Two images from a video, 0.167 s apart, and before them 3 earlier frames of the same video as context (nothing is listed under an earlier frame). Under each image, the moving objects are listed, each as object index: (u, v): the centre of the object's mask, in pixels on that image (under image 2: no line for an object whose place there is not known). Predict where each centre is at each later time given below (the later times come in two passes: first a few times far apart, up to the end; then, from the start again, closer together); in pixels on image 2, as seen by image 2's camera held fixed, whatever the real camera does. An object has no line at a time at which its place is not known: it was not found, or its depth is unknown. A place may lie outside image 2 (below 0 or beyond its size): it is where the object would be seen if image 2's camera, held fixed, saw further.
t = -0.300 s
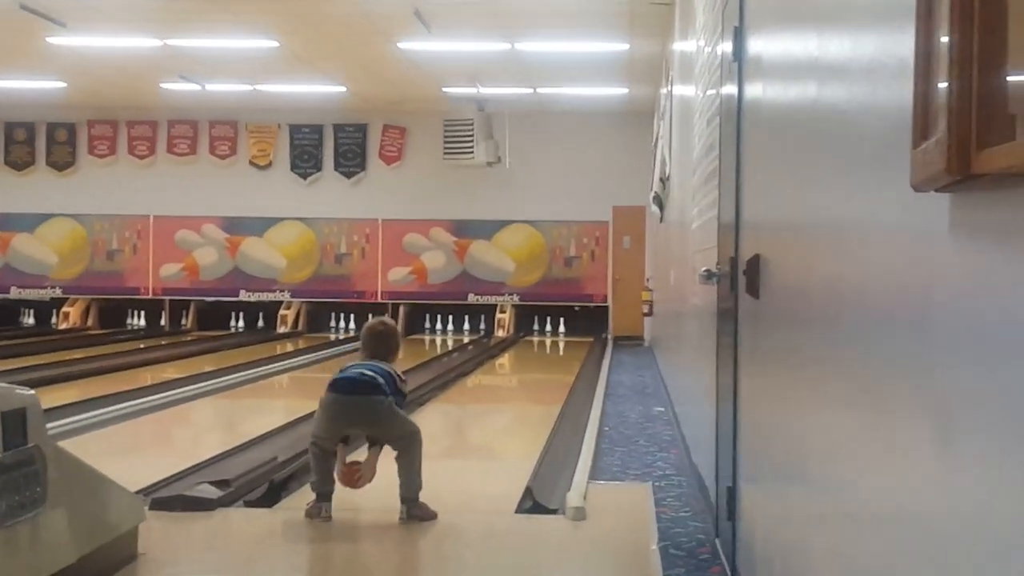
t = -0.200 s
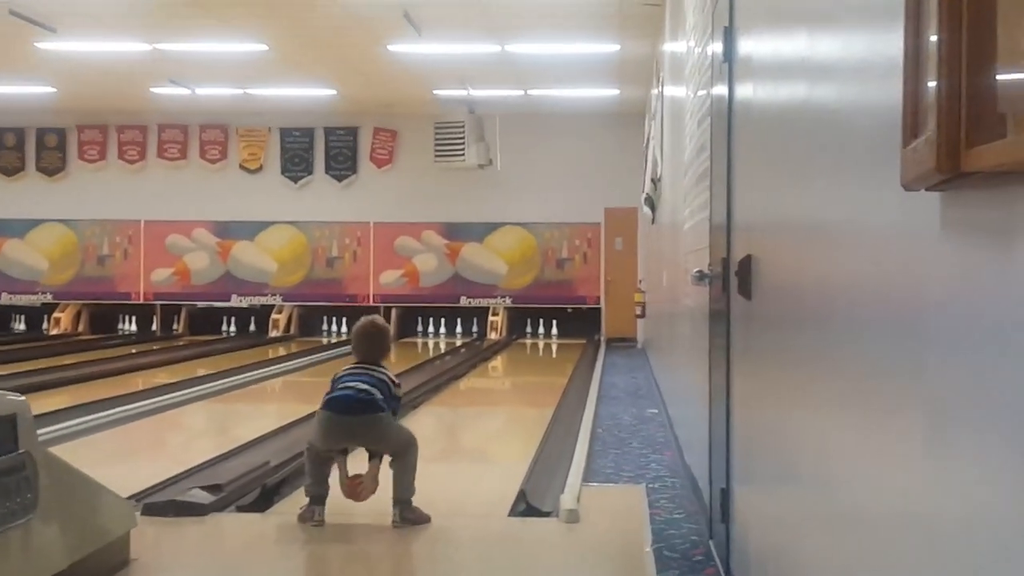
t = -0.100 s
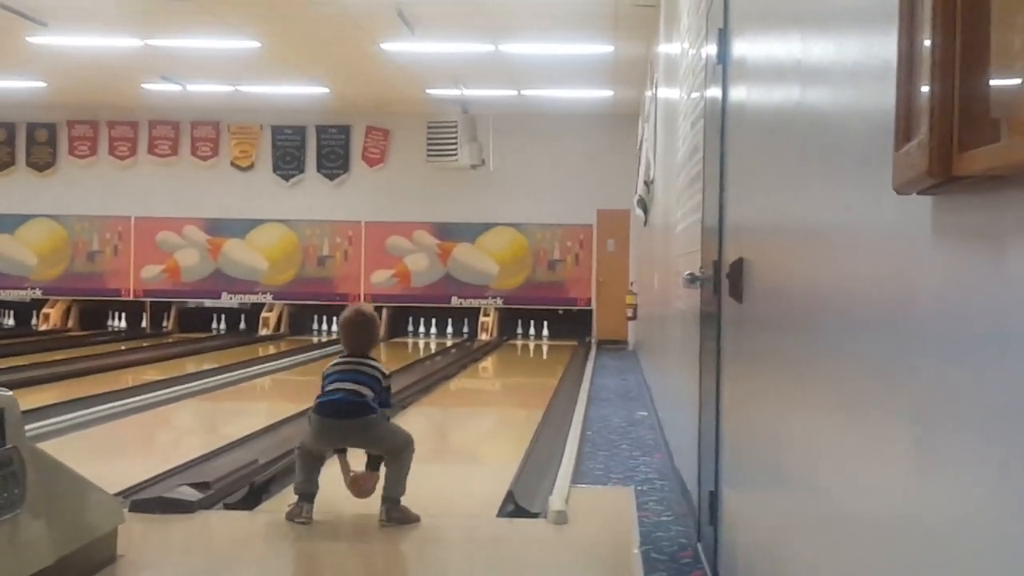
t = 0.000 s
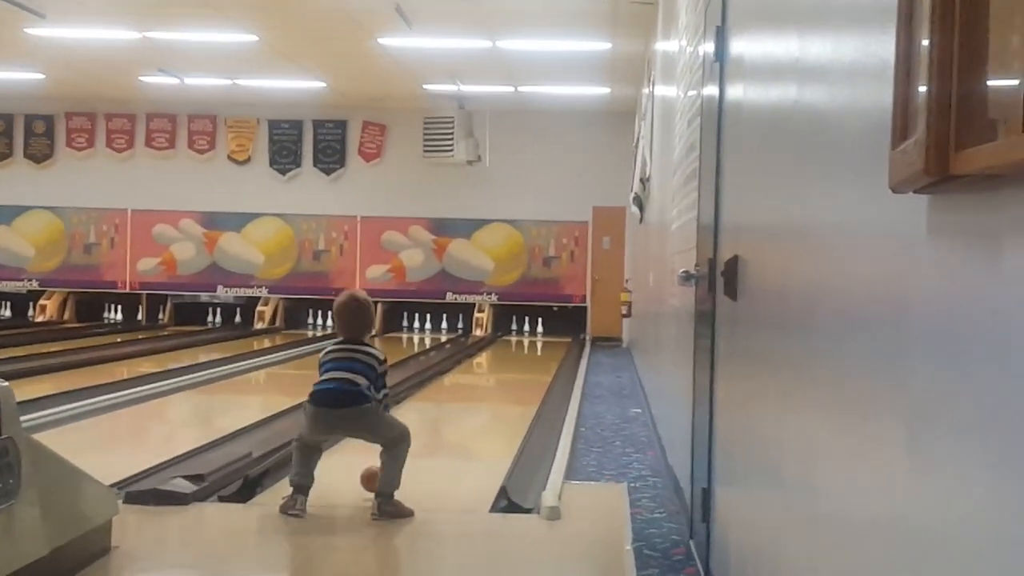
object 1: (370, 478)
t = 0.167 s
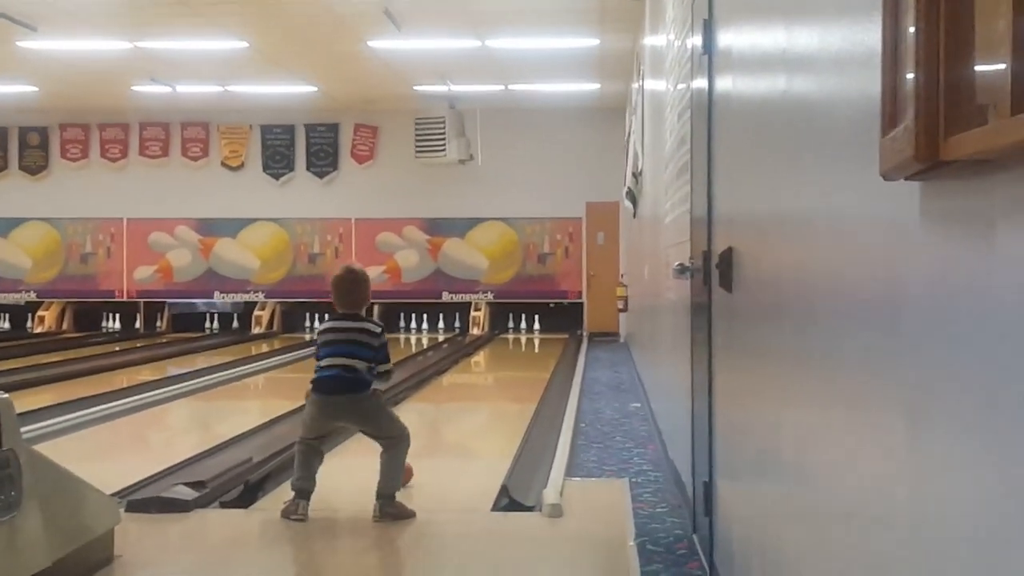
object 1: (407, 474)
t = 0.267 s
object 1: (416, 466)
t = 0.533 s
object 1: (451, 450)
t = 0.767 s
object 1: (475, 438)
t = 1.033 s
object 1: (500, 428)
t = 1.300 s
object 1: (522, 418)
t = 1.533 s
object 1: (523, 411)
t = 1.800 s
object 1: (516, 404)
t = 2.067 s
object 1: (512, 397)
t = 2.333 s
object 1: (507, 392)
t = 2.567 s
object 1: (503, 387)
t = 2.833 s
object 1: (499, 383)
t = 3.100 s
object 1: (495, 378)
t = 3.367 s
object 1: (491, 374)
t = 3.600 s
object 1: (488, 370)
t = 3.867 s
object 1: (484, 366)
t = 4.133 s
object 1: (481, 363)
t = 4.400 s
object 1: (478, 360)
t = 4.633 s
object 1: (476, 358)
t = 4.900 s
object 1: (473, 354)
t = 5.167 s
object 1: (471, 352)
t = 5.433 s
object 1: (475, 349)
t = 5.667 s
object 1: (480, 347)
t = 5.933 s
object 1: (485, 345)
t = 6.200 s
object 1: (490, 344)
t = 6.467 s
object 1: (494, 342)
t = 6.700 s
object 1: (498, 341)
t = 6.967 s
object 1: (503, 340)
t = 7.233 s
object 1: (506, 338)
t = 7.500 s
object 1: (510, 336)
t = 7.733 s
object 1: (513, 335)
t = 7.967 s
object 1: (517, 335)
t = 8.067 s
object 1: (518, 333)
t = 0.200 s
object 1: (409, 472)
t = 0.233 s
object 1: (411, 469)
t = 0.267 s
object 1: (416, 466)
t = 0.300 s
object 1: (421, 464)
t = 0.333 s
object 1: (425, 462)
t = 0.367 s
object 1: (429, 460)
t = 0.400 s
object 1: (435, 457)
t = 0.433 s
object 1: (439, 455)
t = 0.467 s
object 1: (443, 453)
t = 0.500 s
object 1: (447, 451)
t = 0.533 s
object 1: (451, 450)
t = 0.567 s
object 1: (455, 448)
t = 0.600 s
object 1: (458, 446)
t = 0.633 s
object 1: (462, 445)
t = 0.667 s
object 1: (465, 443)
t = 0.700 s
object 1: (469, 441)
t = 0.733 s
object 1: (472, 440)
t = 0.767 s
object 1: (475, 438)
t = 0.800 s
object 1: (478, 437)
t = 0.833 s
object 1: (481, 436)
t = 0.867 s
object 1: (485, 434)
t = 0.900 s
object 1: (488, 433)
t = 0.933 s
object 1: (491, 432)
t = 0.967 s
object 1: (494, 430)
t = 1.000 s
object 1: (497, 429)
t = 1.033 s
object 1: (500, 428)
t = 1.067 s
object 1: (503, 427)
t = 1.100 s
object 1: (506, 426)
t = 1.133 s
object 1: (508, 424)
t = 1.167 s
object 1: (511, 423)
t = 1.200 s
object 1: (514, 422)
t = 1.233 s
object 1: (516, 421)
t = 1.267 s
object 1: (519, 420)
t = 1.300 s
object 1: (522, 418)
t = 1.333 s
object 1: (524, 417)
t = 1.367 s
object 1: (525, 416)
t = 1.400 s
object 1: (527, 414)
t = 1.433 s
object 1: (526, 413)
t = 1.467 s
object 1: (525, 413)
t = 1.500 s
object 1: (524, 412)
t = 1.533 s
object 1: (523, 411)
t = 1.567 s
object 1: (522, 410)
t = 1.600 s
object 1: (521, 409)
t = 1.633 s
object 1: (521, 409)
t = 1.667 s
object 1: (520, 408)
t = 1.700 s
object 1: (519, 407)
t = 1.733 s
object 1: (518, 406)
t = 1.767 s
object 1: (517, 405)
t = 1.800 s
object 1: (516, 404)
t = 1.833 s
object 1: (516, 403)
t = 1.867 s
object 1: (516, 403)
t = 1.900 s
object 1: (515, 402)
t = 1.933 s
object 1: (514, 401)
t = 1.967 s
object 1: (514, 400)
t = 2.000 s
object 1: (513, 399)
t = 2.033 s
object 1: (513, 398)
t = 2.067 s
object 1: (512, 397)
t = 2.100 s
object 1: (511, 397)
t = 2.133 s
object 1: (511, 396)
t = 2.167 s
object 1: (510, 395)
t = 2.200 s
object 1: (509, 395)
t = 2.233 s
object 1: (509, 393)
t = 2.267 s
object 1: (509, 393)
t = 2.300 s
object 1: (508, 392)
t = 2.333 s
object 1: (507, 392)
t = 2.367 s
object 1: (507, 391)
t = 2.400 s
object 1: (506, 391)
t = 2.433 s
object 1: (506, 390)
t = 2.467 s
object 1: (505, 389)
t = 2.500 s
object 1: (505, 389)
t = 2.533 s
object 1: (504, 387)
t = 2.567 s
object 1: (503, 387)
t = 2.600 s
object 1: (503, 386)
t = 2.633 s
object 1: (502, 386)
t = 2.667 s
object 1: (502, 386)
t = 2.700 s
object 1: (501, 385)
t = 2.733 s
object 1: (500, 384)
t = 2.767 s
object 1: (500, 384)
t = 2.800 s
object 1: (499, 383)
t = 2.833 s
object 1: (499, 383)
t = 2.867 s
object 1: (498, 382)
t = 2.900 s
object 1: (498, 381)
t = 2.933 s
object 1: (497, 381)
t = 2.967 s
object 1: (497, 380)
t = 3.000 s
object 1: (496, 379)
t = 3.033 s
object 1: (495, 379)
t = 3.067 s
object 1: (495, 379)
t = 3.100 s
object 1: (495, 378)
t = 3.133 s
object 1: (495, 377)
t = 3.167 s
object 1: (494, 377)
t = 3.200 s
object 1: (493, 377)
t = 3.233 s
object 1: (493, 376)
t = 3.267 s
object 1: (492, 376)
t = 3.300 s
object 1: (492, 375)
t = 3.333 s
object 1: (492, 374)
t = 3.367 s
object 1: (491, 374)
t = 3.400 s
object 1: (490, 373)
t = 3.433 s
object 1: (490, 373)
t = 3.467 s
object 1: (490, 372)
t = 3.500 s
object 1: (489, 372)
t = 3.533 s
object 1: (488, 371)
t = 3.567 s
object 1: (488, 371)
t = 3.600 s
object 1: (488, 370)
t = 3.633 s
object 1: (487, 370)
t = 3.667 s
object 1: (487, 369)
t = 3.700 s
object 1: (486, 369)
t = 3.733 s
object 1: (486, 368)
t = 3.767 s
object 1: (486, 368)
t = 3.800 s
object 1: (485, 367)
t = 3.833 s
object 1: (485, 367)
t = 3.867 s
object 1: (484, 366)
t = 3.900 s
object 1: (484, 366)
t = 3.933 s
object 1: (483, 365)
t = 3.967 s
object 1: (483, 365)
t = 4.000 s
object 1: (482, 364)
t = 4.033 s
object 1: (482, 364)
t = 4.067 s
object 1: (482, 363)
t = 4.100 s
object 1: (482, 363)
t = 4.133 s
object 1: (481, 363)
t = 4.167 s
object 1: (480, 362)
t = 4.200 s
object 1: (480, 362)
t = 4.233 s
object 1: (480, 361)
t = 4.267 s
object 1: (479, 361)
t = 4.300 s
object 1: (479, 361)
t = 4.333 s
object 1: (479, 361)
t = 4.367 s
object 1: (479, 360)
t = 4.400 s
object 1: (478, 360)
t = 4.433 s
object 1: (478, 359)
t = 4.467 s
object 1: (477, 359)
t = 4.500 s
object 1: (477, 359)
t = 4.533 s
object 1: (477, 359)
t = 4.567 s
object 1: (477, 358)
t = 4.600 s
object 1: (476, 358)
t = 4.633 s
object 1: (476, 358)
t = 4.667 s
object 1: (475, 357)
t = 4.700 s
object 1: (475, 357)
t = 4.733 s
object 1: (475, 356)
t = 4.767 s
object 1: (475, 355)
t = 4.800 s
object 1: (474, 355)
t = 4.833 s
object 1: (474, 355)
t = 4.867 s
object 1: (474, 354)
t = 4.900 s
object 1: (473, 354)
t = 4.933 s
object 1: (473, 354)
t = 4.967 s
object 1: (473, 354)
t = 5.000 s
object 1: (473, 353)
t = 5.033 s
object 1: (472, 353)
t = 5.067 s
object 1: (472, 352)
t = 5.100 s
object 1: (471, 352)
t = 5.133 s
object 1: (471, 352)
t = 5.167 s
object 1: (471, 352)
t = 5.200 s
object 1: (471, 351)
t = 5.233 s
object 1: (471, 351)
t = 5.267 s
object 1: (472, 350)
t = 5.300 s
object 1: (473, 350)
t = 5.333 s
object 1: (473, 350)
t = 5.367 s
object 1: (474, 350)
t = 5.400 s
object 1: (474, 349)
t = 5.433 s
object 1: (475, 349)
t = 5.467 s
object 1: (476, 349)
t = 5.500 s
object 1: (477, 349)
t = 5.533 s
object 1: (477, 348)
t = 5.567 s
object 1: (477, 348)
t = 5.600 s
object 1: (478, 348)
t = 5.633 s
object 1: (479, 348)
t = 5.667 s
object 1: (480, 347)
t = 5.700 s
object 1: (480, 347)
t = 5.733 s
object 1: (481, 347)
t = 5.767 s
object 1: (481, 347)
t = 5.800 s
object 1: (482, 346)
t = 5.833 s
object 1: (483, 346)
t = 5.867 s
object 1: (484, 346)
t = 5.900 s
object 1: (484, 346)
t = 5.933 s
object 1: (485, 345)
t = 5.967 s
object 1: (485, 346)
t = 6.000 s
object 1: (486, 345)
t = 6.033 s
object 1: (486, 345)
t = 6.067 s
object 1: (487, 345)
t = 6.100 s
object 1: (488, 345)
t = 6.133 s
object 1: (488, 345)
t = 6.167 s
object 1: (489, 344)
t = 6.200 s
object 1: (490, 344)
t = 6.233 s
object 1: (490, 344)
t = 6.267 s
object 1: (490, 344)
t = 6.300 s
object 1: (491, 344)
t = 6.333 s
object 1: (492, 343)
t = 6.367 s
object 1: (493, 343)
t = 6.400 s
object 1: (493, 343)
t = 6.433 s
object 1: (494, 343)
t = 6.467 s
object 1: (494, 342)
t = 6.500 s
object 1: (495, 342)
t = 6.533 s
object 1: (495, 342)
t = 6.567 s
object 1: (496, 342)
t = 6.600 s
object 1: (497, 341)
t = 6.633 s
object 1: (497, 341)
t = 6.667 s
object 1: (497, 342)
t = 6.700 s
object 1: (498, 341)
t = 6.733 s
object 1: (498, 341)
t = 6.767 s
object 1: (499, 340)
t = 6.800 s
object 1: (499, 341)
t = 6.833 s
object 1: (499, 340)
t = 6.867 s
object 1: (500, 340)
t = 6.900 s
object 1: (501, 340)
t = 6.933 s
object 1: (502, 339)
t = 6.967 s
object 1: (503, 340)
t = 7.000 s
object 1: (502, 339)
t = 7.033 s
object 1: (503, 339)
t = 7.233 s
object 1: (506, 338)
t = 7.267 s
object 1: (506, 337)
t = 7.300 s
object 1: (507, 337)
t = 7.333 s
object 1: (507, 337)
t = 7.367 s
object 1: (507, 337)
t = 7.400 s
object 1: (508, 337)
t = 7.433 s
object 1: (509, 337)
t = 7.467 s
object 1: (509, 336)
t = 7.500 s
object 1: (510, 336)
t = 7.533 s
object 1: (510, 336)
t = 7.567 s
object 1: (510, 336)
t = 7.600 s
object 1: (511, 336)
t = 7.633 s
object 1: (511, 336)
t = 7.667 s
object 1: (512, 335)
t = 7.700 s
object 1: (513, 335)
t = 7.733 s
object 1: (513, 335)
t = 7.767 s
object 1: (513, 335)
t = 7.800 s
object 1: (514, 335)
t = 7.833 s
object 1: (514, 335)
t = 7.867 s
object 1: (515, 334)
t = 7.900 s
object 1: (515, 334)
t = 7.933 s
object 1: (516, 334)
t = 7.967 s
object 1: (517, 335)
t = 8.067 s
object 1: (518, 333)
